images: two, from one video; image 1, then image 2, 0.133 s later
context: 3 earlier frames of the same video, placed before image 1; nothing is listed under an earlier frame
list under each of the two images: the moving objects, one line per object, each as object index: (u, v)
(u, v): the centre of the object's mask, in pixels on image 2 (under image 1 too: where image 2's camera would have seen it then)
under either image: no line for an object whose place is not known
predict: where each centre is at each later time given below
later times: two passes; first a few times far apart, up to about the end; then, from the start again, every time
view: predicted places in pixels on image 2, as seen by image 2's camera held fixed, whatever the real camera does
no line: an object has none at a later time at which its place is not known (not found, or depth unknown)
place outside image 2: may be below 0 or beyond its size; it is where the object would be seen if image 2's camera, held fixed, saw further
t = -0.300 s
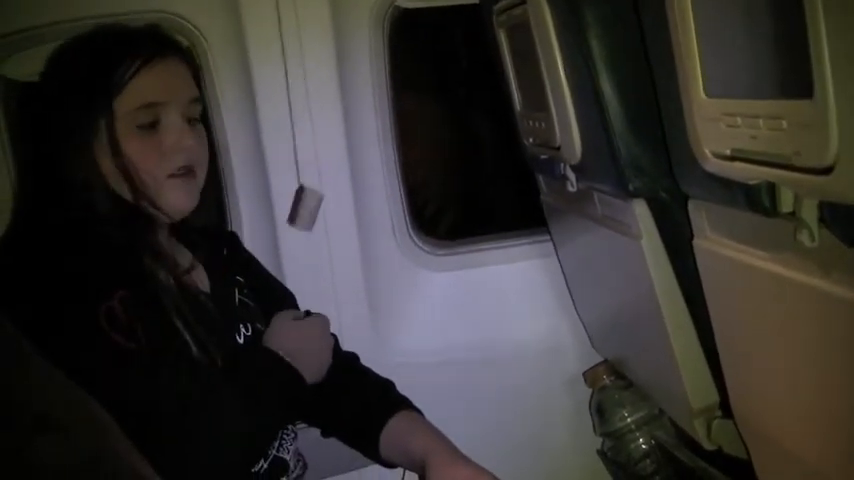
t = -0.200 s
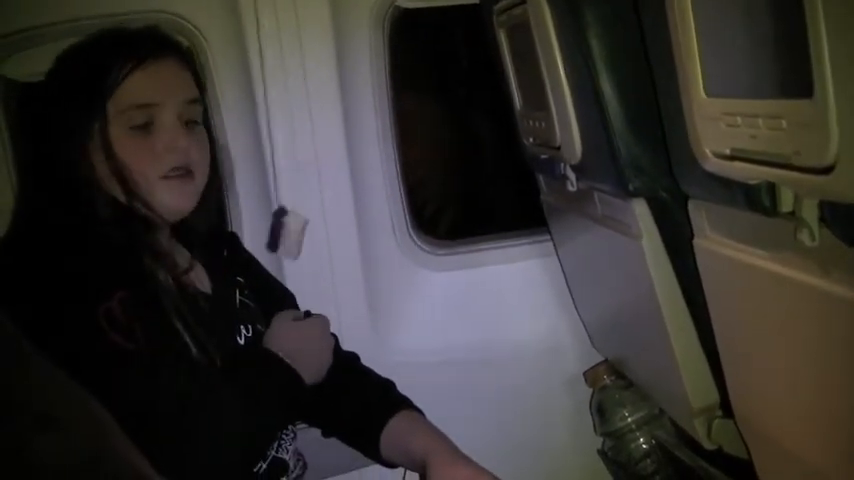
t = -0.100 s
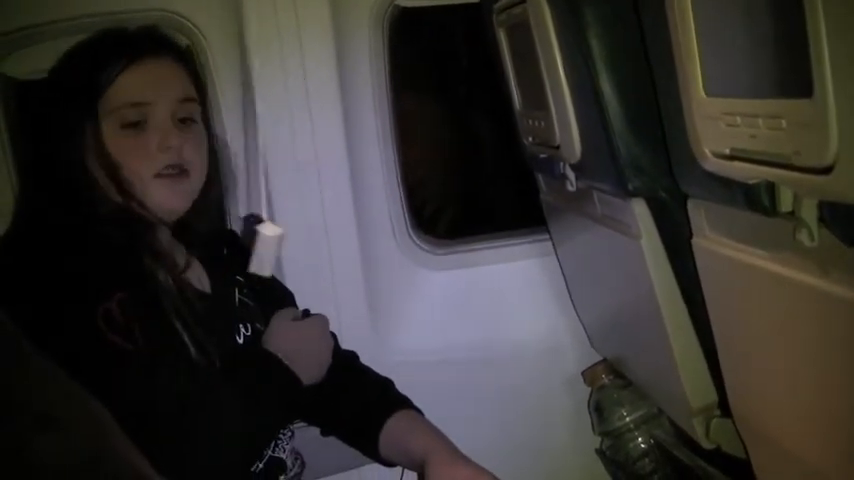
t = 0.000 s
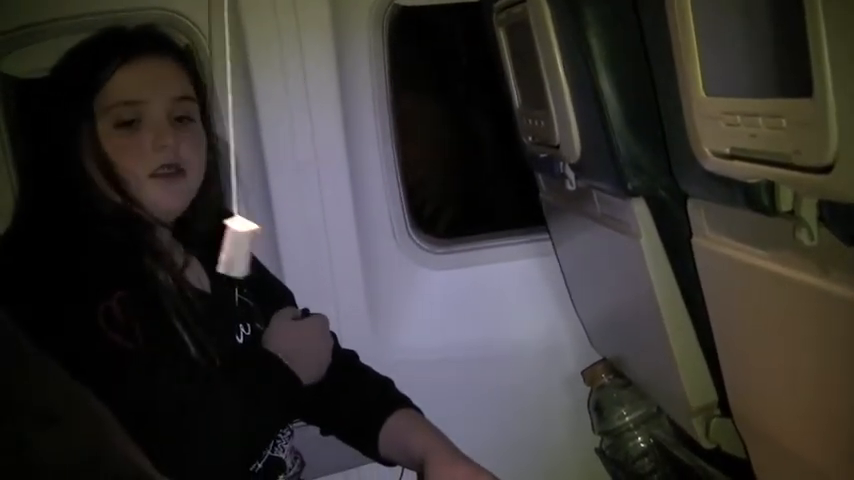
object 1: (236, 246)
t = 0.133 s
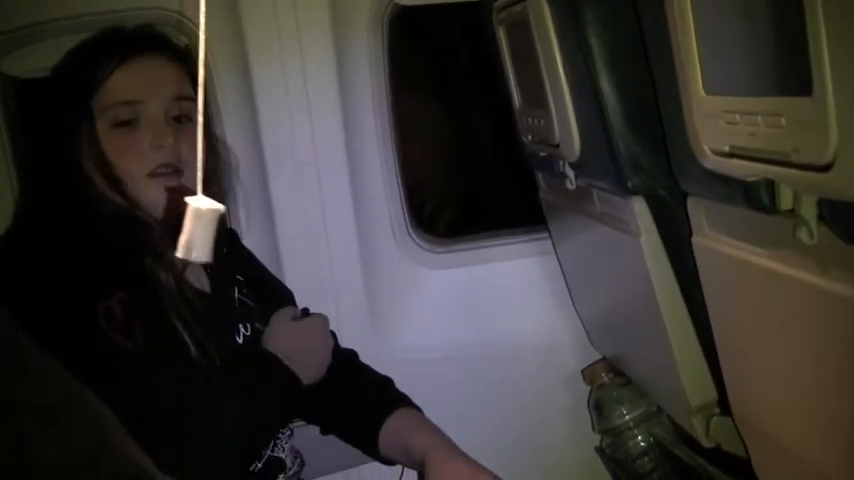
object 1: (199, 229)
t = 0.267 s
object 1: (180, 221)
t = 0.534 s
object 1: (225, 249)
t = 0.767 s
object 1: (284, 220)
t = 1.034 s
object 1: (315, 166)
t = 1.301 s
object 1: (314, 191)
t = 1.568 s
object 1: (272, 246)
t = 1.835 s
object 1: (196, 234)
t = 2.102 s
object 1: (197, 243)
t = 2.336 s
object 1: (256, 244)
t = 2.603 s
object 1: (305, 188)
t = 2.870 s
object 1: (321, 179)
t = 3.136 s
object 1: (294, 228)
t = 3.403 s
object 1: (230, 247)
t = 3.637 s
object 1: (190, 237)
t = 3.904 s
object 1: (229, 251)
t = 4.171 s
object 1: (289, 213)
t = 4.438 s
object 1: (318, 181)
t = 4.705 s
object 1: (310, 212)
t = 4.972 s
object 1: (260, 248)
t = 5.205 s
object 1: (203, 242)
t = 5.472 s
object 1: (209, 250)
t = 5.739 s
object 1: (270, 229)
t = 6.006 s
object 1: (311, 191)
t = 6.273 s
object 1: (321, 200)
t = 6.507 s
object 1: (294, 237)
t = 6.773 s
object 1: (227, 245)
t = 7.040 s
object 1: (197, 246)
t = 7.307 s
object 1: (242, 246)
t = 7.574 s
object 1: (295, 204)
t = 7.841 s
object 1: (321, 194)
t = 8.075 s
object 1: (307, 221)
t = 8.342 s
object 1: (257, 246)
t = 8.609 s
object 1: (205, 246)
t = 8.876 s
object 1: (223, 249)
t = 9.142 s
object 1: (273, 218)
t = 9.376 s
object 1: (310, 196)
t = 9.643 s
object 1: (317, 210)
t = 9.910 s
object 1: (287, 241)
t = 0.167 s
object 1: (192, 225)
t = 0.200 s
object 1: (186, 222)
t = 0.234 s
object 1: (182, 221)
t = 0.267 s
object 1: (180, 221)
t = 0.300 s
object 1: (180, 222)
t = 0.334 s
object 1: (182, 225)
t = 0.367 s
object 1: (186, 229)
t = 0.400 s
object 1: (192, 235)
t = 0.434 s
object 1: (199, 239)
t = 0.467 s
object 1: (207, 243)
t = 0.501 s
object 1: (215, 247)
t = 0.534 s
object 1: (225, 249)
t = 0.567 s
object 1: (234, 251)
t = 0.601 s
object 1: (243, 250)
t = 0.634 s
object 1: (252, 247)
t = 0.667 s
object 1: (260, 242)
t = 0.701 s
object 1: (268, 235)
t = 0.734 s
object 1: (275, 230)
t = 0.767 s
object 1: (284, 220)
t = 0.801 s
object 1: (285, 210)
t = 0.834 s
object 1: (292, 202)
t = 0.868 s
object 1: (297, 194)
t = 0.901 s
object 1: (305, 187)
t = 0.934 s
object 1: (307, 180)
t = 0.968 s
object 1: (310, 174)
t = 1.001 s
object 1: (313, 169)
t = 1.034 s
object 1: (315, 166)
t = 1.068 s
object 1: (317, 164)
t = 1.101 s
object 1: (318, 164)
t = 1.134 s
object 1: (319, 166)
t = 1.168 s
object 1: (319, 168)
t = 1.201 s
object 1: (319, 172)
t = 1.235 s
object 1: (318, 177)
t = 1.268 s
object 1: (316, 184)
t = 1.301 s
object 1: (314, 191)
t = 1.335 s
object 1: (311, 198)
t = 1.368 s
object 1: (307, 207)
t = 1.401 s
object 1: (302, 215)
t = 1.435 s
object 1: (296, 222)
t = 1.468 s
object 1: (290, 229)
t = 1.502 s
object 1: (282, 235)
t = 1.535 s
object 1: (274, 239)
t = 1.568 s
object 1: (272, 246)
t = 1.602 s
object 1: (263, 248)
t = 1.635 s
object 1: (253, 249)
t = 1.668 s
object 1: (243, 248)
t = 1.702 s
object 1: (232, 246)
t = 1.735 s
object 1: (222, 244)
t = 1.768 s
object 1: (212, 240)
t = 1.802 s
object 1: (204, 237)
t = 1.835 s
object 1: (196, 234)
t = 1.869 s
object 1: (190, 231)
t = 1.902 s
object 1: (186, 230)
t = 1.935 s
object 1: (183, 230)
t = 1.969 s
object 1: (183, 231)
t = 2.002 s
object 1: (184, 233)
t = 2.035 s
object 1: (187, 236)
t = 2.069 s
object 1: (191, 239)
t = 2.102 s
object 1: (197, 243)
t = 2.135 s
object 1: (204, 246)
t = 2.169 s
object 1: (212, 249)
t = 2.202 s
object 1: (221, 250)
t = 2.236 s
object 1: (230, 251)
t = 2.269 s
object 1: (239, 251)
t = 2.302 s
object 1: (248, 248)
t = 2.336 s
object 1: (256, 244)
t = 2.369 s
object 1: (264, 237)
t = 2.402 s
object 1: (272, 232)
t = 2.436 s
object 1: (281, 224)
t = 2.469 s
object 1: (288, 216)
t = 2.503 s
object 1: (294, 209)
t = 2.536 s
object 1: (296, 201)
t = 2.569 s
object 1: (301, 194)
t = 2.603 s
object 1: (305, 188)
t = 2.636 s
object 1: (309, 182)
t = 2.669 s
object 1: (313, 178)
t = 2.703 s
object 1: (316, 175)
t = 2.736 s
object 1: (318, 173)
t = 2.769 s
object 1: (320, 172)
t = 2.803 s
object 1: (321, 173)
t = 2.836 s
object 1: (321, 175)
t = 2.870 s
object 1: (321, 179)
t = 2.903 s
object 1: (321, 183)
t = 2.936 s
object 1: (319, 189)
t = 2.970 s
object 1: (317, 195)
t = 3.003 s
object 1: (314, 202)
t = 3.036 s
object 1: (311, 209)
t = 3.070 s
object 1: (306, 215)
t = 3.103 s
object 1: (301, 222)
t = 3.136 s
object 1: (294, 228)
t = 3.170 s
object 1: (287, 234)
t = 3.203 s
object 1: (279, 239)
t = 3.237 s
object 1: (277, 248)
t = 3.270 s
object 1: (269, 248)
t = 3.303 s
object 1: (260, 249)
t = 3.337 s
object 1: (250, 249)
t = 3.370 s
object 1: (240, 248)
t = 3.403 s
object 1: (230, 247)
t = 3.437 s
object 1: (220, 245)
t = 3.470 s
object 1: (211, 243)
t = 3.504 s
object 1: (203, 241)
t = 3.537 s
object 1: (197, 240)
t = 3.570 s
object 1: (192, 238)
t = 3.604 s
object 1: (190, 237)
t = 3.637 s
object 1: (190, 237)
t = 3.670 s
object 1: (190, 239)
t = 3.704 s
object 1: (192, 241)
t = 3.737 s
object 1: (195, 245)
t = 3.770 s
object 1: (200, 247)
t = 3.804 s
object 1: (205, 249)
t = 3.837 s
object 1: (213, 251)
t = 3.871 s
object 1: (221, 251)
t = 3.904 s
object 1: (229, 251)
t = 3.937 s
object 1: (237, 250)
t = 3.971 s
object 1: (245, 248)
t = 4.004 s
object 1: (252, 245)
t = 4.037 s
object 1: (261, 238)
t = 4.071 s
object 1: (268, 234)
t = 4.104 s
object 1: (277, 225)
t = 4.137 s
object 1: (284, 220)
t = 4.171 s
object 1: (289, 213)
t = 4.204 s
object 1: (295, 206)
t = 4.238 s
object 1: (300, 201)
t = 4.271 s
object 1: (302, 194)
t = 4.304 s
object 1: (308, 190)
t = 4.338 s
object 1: (310, 186)
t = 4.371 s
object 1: (313, 183)
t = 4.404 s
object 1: (316, 181)
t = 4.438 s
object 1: (318, 181)
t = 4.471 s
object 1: (319, 181)
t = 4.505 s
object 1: (320, 183)
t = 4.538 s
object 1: (320, 186)
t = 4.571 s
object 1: (319, 190)
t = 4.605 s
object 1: (318, 194)
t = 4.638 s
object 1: (316, 200)
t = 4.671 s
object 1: (313, 206)
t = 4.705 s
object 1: (310, 212)
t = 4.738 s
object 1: (305, 218)
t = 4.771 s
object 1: (299, 224)
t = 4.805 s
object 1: (293, 229)
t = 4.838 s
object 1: (287, 234)
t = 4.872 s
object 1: (278, 238)
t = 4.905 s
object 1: (278, 245)
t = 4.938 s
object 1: (269, 247)
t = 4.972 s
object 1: (260, 248)
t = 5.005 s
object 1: (251, 249)
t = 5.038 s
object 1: (241, 249)
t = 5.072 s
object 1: (232, 248)
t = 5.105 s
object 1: (224, 247)
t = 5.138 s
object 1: (216, 245)
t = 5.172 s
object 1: (209, 243)
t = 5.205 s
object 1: (203, 242)
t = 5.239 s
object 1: (199, 242)
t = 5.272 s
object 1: (195, 242)
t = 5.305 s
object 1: (194, 243)
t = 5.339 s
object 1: (194, 244)
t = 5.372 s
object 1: (196, 245)
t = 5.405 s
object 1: (199, 248)
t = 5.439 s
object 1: (203, 249)
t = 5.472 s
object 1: (209, 250)
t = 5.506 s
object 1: (215, 251)
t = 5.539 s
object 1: (222, 251)
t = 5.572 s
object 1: (230, 250)
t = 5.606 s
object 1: (237, 250)
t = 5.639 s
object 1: (244, 248)
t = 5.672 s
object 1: (252, 244)
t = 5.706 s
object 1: (259, 239)
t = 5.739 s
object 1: (270, 229)
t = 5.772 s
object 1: (277, 226)
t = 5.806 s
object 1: (283, 220)
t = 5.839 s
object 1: (289, 213)
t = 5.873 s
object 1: (294, 208)
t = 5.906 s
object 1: (299, 203)
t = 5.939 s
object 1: (304, 197)
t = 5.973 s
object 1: (308, 193)
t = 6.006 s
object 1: (311, 191)
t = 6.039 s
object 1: (315, 188)
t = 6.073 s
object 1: (318, 187)
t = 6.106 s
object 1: (319, 186)
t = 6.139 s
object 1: (321, 187)
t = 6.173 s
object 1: (322, 189)
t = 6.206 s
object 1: (323, 192)
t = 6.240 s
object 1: (323, 196)
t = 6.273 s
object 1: (321, 200)
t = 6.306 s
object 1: (321, 205)
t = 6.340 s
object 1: (318, 210)
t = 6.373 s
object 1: (315, 216)
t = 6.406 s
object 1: (311, 222)
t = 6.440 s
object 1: (306, 227)
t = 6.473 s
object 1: (301, 232)
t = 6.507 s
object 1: (294, 237)
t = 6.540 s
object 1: (287, 241)
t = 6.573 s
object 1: (279, 243)
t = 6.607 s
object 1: (271, 246)
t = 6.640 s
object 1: (262, 246)
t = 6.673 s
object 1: (254, 247)
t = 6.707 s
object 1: (245, 247)
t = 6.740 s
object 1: (236, 247)
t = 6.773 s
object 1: (227, 245)
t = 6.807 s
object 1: (219, 245)
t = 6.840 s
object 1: (212, 245)
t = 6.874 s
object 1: (206, 244)
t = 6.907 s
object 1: (202, 244)
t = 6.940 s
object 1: (199, 244)
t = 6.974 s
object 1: (197, 245)
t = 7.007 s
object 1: (196, 245)
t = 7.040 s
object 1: (197, 246)
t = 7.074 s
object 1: (199, 246)
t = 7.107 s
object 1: (204, 248)
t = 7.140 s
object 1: (208, 249)
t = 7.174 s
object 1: (214, 247)
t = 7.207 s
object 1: (221, 248)
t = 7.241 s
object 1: (227, 249)
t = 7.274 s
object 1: (235, 247)
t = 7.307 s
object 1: (242, 246)
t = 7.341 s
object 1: (250, 242)
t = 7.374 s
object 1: (257, 236)
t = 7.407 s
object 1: (260, 227)
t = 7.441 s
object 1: (268, 221)
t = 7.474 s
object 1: (275, 218)
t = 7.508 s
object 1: (282, 214)
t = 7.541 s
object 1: (289, 208)
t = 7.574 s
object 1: (295, 204)
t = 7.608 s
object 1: (300, 200)
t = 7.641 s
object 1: (305, 196)
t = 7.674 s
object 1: (309, 194)
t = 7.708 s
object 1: (313, 192)
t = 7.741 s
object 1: (316, 191)
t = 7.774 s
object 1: (318, 191)
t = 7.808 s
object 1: (320, 192)
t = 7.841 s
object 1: (321, 194)
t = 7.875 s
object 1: (321, 196)
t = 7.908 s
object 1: (321, 199)
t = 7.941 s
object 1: (320, 203)
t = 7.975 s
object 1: (318, 208)
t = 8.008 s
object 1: (315, 212)
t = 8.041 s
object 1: (311, 217)
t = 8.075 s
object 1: (307, 221)
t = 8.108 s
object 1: (302, 226)
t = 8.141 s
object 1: (297, 230)
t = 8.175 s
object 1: (290, 234)
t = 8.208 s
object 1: (283, 237)
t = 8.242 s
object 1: (275, 238)
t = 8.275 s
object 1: (274, 245)
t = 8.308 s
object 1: (266, 246)
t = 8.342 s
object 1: (257, 246)
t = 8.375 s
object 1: (249, 247)
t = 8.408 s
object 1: (241, 246)
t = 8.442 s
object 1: (233, 247)
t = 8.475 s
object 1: (225, 247)
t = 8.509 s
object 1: (219, 247)
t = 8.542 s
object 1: (213, 246)
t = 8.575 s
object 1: (209, 246)
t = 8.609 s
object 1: (205, 246)
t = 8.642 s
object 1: (203, 247)
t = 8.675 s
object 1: (203, 248)
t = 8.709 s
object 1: (204, 249)
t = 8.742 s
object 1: (206, 250)
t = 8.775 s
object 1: (208, 250)
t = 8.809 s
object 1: (212, 250)
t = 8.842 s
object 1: (217, 250)
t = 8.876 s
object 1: (223, 249)
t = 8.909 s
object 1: (228, 248)
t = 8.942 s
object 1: (235, 247)
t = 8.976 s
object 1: (241, 245)
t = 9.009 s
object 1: (249, 243)
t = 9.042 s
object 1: (256, 237)
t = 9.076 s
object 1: (263, 230)
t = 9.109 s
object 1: (272, 224)
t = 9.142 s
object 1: (273, 218)
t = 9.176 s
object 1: (285, 216)
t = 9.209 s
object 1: (290, 211)
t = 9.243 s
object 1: (292, 206)
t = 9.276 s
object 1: (297, 203)
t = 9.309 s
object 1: (302, 199)
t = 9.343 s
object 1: (306, 197)
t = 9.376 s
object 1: (310, 196)
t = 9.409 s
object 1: (313, 195)
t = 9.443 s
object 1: (315, 195)
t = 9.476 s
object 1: (317, 196)
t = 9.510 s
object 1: (318, 198)
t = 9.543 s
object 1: (319, 200)
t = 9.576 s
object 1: (319, 203)
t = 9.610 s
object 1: (318, 206)
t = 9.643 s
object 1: (317, 210)
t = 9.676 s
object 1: (315, 214)
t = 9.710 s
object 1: (312, 218)
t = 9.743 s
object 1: (309, 222)
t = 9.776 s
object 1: (304, 226)
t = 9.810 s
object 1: (299, 230)
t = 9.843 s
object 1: (293, 233)
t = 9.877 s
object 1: (294, 239)
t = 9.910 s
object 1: (287, 241)
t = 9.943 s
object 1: (279, 244)
